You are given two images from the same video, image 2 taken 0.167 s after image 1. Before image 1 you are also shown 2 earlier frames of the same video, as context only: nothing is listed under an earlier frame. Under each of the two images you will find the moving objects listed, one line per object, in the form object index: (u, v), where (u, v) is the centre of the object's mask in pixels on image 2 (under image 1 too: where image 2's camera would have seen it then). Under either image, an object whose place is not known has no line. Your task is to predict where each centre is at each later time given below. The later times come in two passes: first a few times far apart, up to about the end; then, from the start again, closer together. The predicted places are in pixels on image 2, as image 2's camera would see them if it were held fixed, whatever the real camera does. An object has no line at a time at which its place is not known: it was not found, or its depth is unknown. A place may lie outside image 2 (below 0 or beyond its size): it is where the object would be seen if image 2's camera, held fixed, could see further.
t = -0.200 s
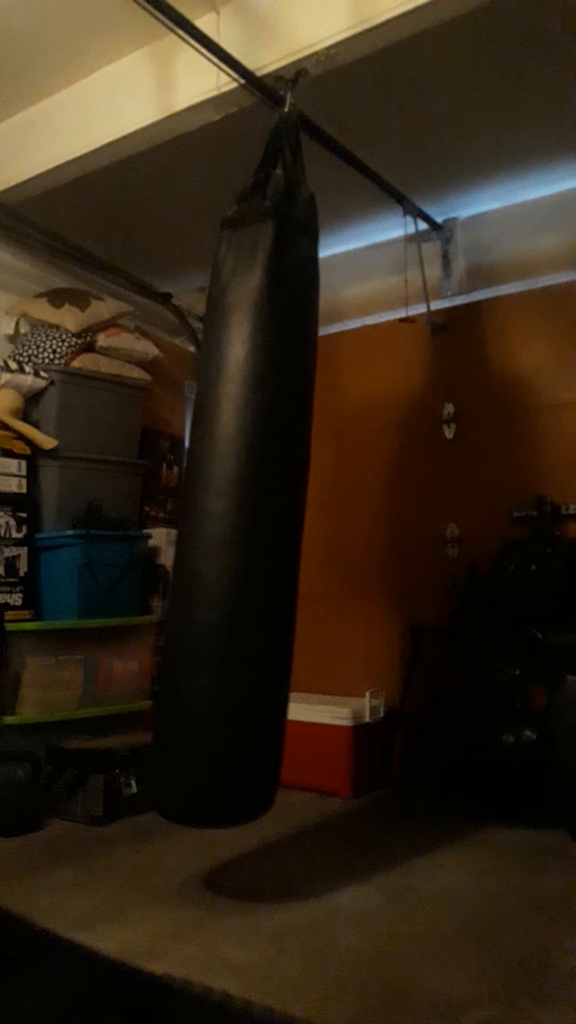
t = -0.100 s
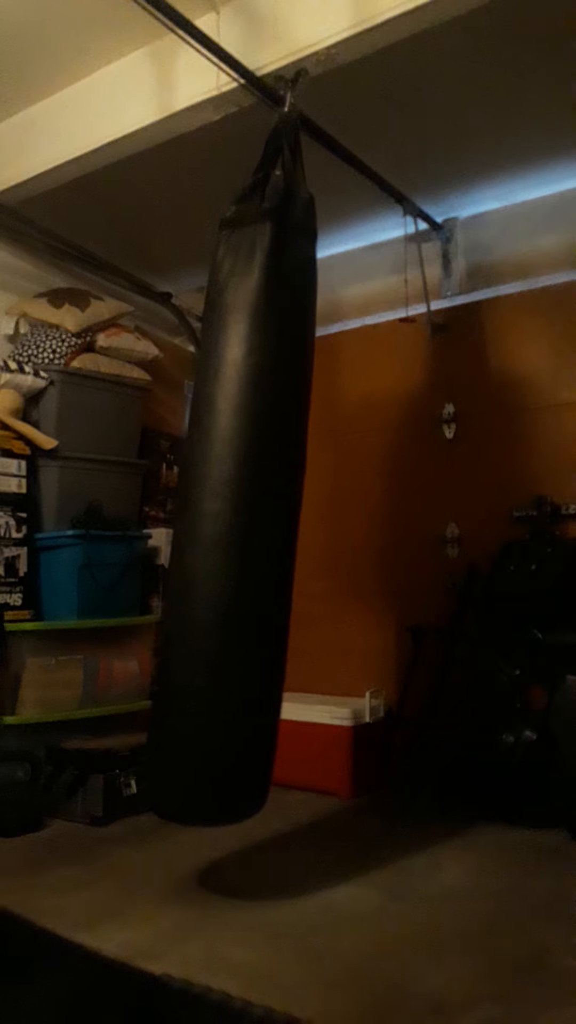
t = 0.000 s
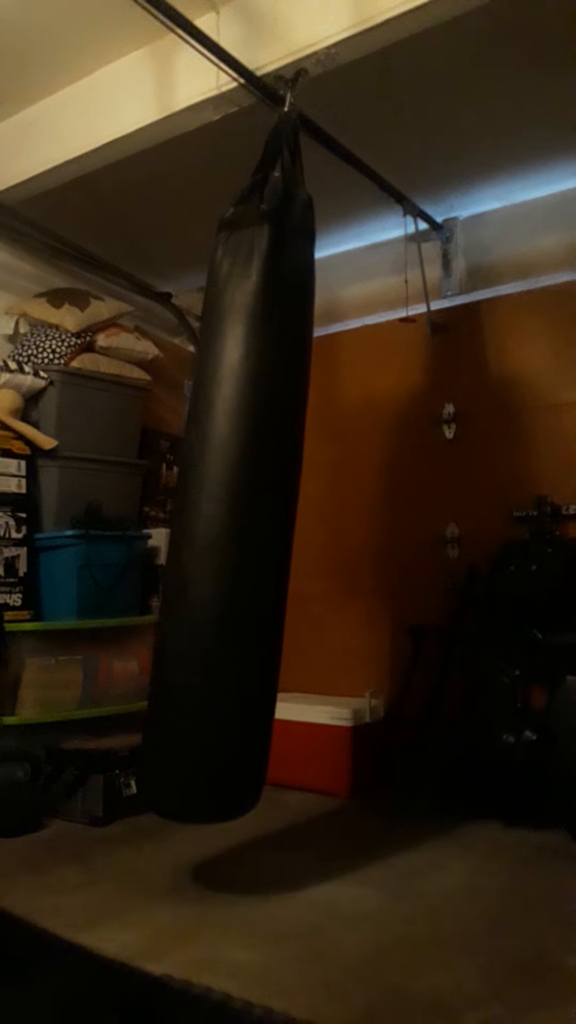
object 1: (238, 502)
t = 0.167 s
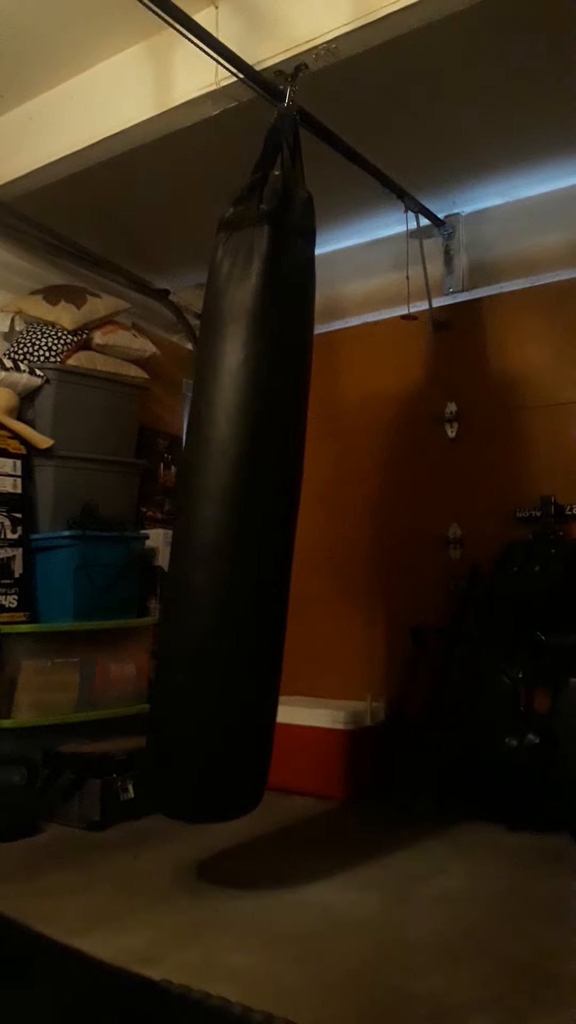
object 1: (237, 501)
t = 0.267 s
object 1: (245, 498)
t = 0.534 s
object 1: (274, 491)
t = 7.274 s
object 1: (257, 505)
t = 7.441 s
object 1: (240, 505)
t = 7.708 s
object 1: (238, 498)
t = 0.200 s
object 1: (240, 501)
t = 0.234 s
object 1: (242, 500)
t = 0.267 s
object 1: (245, 498)
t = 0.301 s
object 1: (247, 497)
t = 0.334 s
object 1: (250, 496)
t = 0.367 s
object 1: (253, 495)
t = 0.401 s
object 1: (257, 494)
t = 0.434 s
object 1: (260, 493)
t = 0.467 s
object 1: (264, 495)
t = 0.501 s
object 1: (269, 492)
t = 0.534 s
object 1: (274, 491)
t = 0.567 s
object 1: (278, 490)
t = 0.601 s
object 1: (282, 490)
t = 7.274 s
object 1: (257, 505)
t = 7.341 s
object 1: (249, 506)
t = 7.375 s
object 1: (246, 506)
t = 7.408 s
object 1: (242, 506)
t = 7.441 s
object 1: (240, 505)
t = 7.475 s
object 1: (238, 504)
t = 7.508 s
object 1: (238, 503)
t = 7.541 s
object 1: (237, 502)
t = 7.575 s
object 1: (237, 501)
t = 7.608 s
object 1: (237, 500)
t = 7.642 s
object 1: (237, 499)
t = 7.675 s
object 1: (237, 498)
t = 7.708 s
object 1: (238, 498)
